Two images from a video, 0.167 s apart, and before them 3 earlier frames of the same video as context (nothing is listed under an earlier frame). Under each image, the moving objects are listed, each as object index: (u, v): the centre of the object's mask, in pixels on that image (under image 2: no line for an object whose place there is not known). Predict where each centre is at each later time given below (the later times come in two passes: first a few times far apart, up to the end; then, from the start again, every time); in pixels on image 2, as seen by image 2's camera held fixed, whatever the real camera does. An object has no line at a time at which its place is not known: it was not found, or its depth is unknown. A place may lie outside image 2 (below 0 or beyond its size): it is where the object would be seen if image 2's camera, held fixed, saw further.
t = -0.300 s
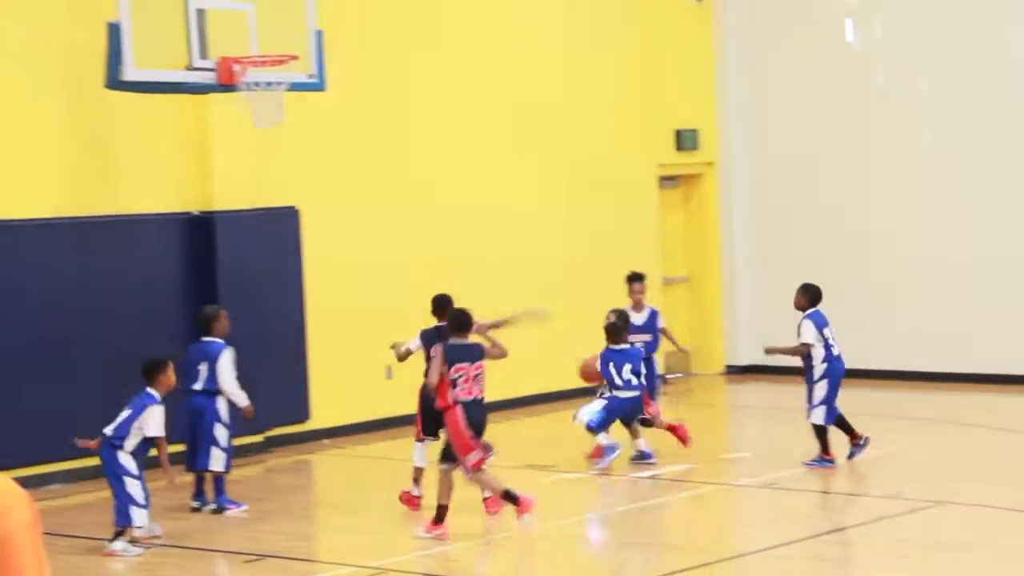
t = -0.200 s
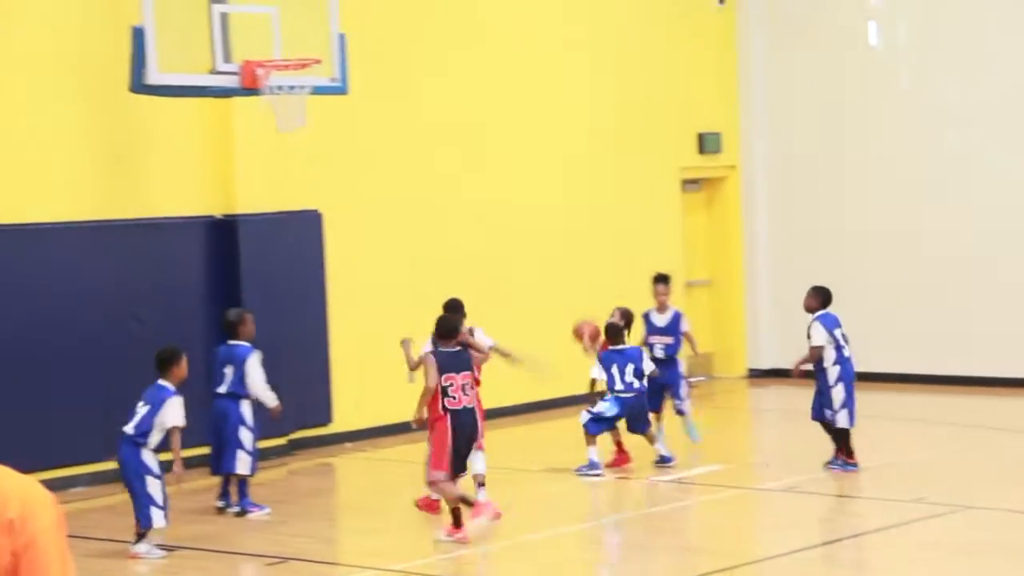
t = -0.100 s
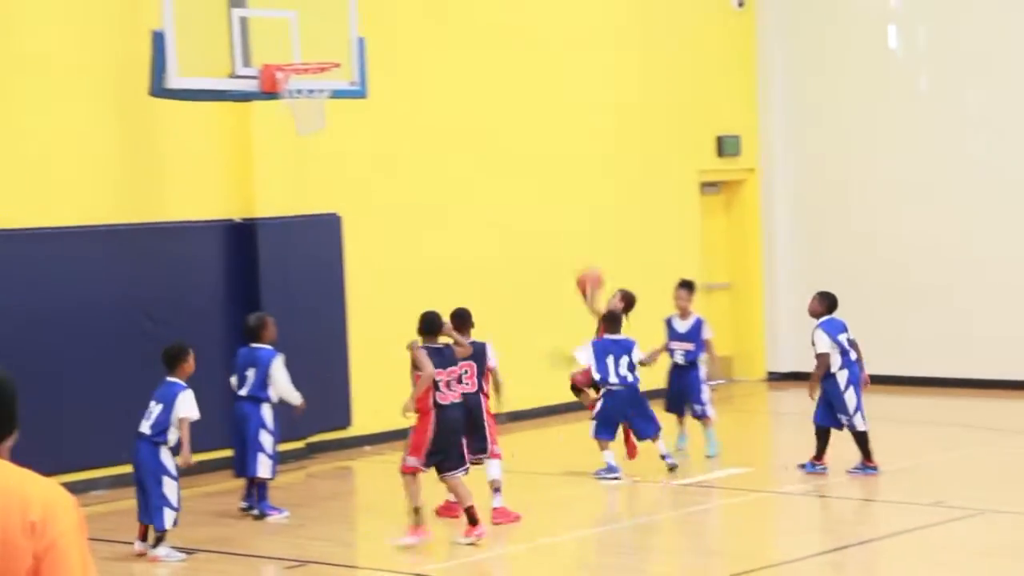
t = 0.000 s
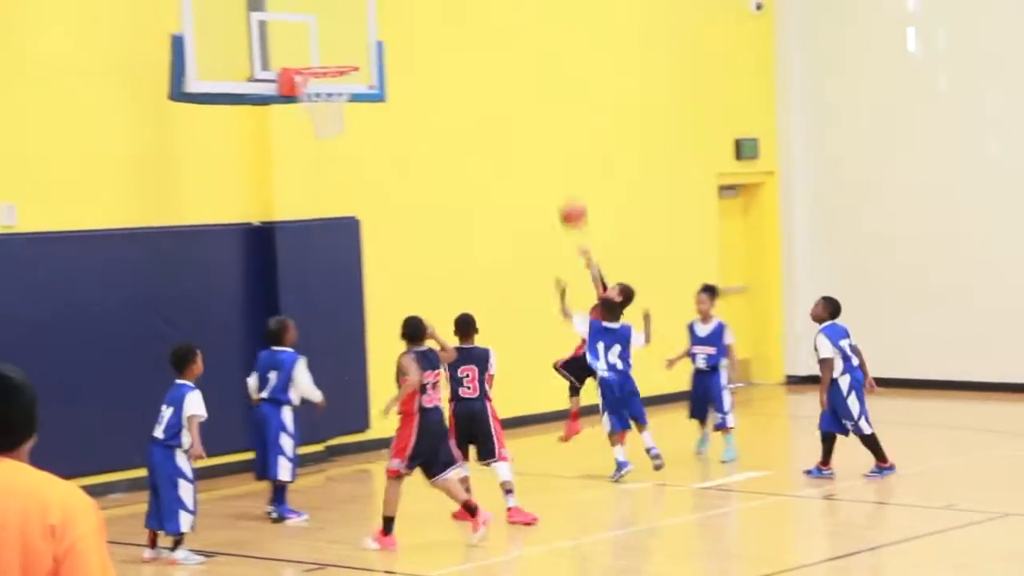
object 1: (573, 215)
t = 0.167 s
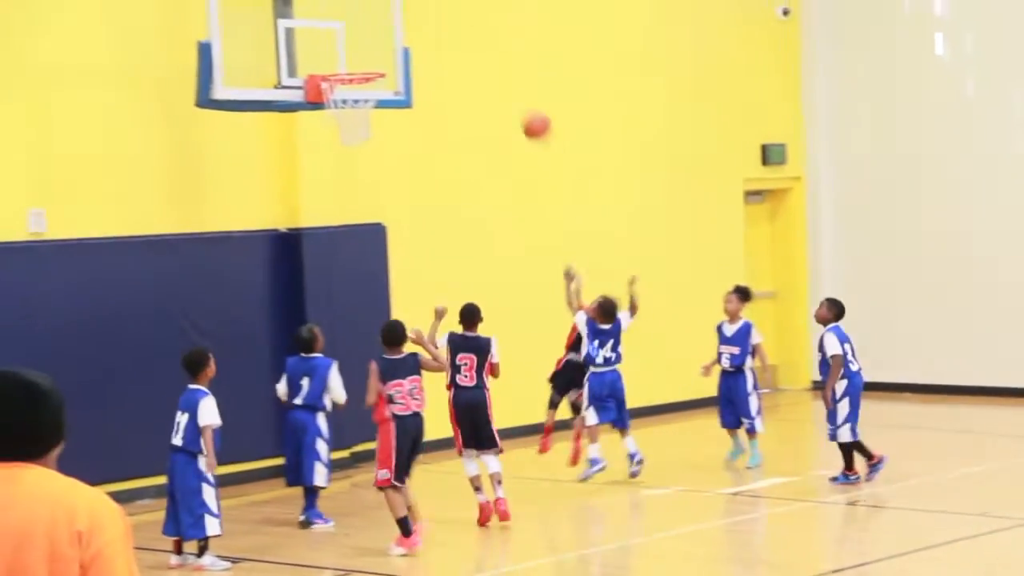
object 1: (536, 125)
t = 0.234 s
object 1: (511, 97)
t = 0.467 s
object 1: (426, 41)
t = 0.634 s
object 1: (364, 45)
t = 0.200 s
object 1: (524, 110)
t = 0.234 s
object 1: (511, 97)
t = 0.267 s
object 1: (499, 85)
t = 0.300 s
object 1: (486, 74)
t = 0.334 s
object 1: (474, 65)
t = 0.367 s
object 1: (462, 57)
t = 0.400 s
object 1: (450, 50)
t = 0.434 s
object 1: (438, 45)
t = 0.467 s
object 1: (426, 41)
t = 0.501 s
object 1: (413, 39)
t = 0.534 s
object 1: (401, 38)
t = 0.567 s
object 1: (388, 39)
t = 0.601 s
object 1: (377, 41)
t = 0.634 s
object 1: (364, 45)
